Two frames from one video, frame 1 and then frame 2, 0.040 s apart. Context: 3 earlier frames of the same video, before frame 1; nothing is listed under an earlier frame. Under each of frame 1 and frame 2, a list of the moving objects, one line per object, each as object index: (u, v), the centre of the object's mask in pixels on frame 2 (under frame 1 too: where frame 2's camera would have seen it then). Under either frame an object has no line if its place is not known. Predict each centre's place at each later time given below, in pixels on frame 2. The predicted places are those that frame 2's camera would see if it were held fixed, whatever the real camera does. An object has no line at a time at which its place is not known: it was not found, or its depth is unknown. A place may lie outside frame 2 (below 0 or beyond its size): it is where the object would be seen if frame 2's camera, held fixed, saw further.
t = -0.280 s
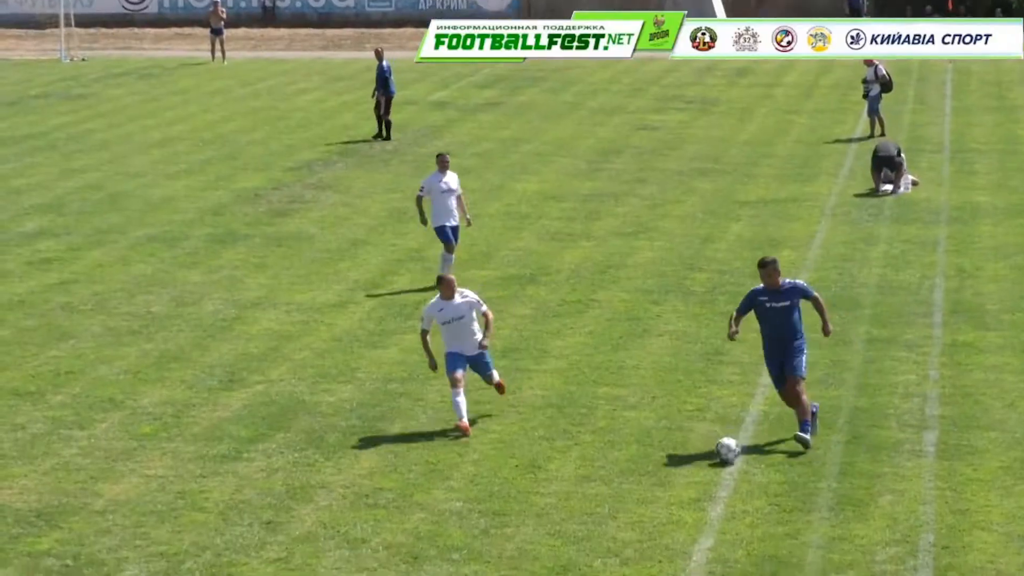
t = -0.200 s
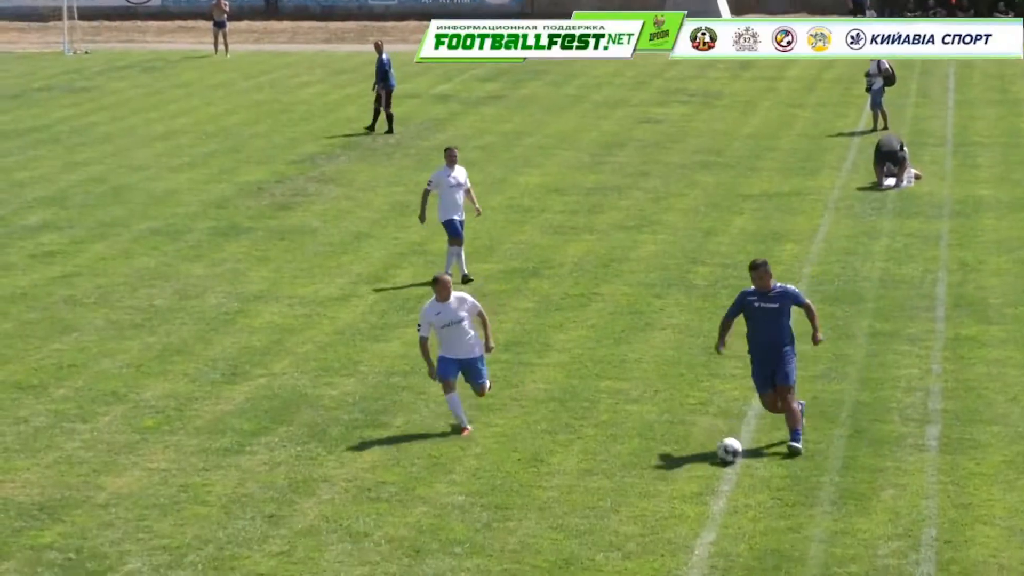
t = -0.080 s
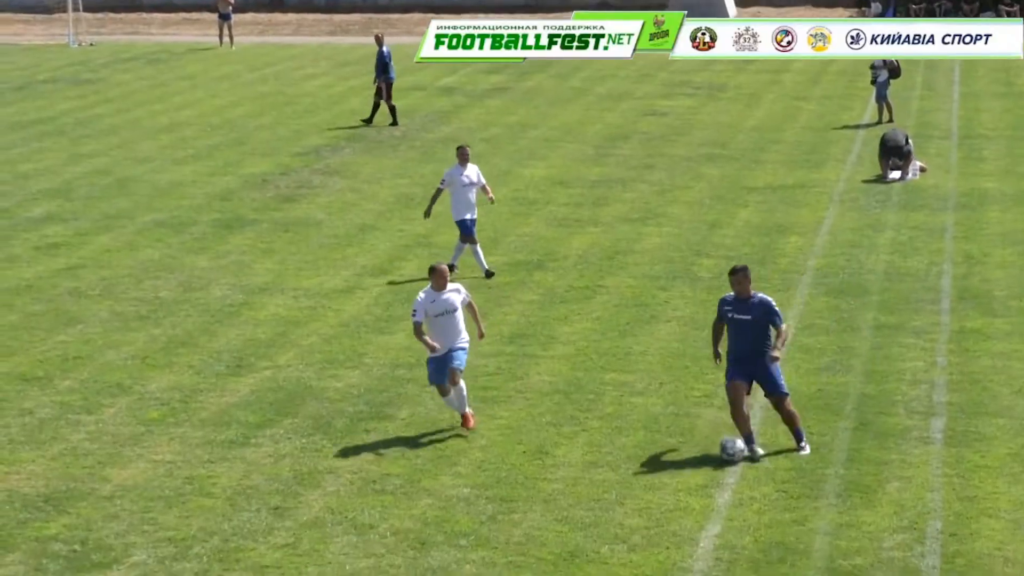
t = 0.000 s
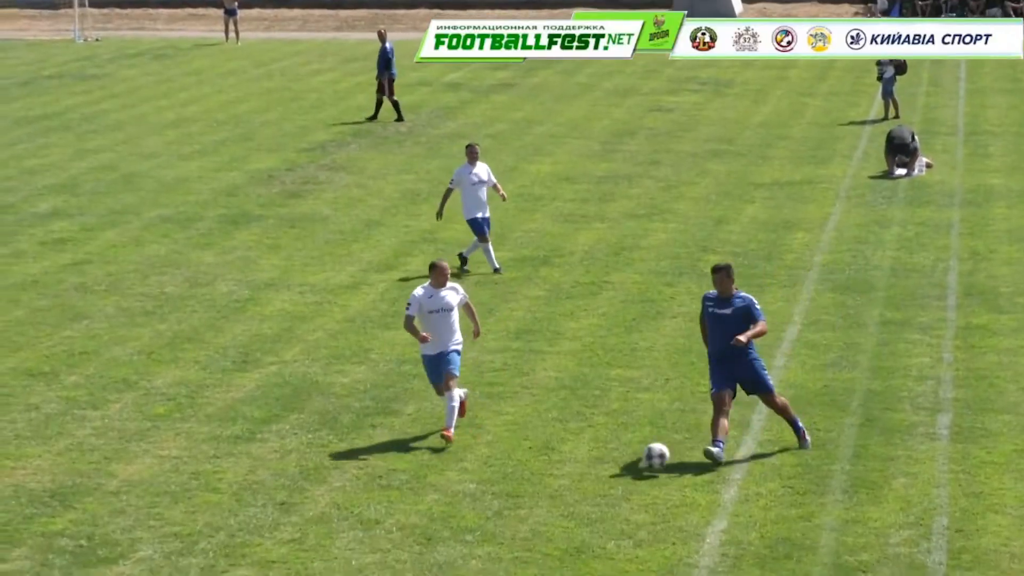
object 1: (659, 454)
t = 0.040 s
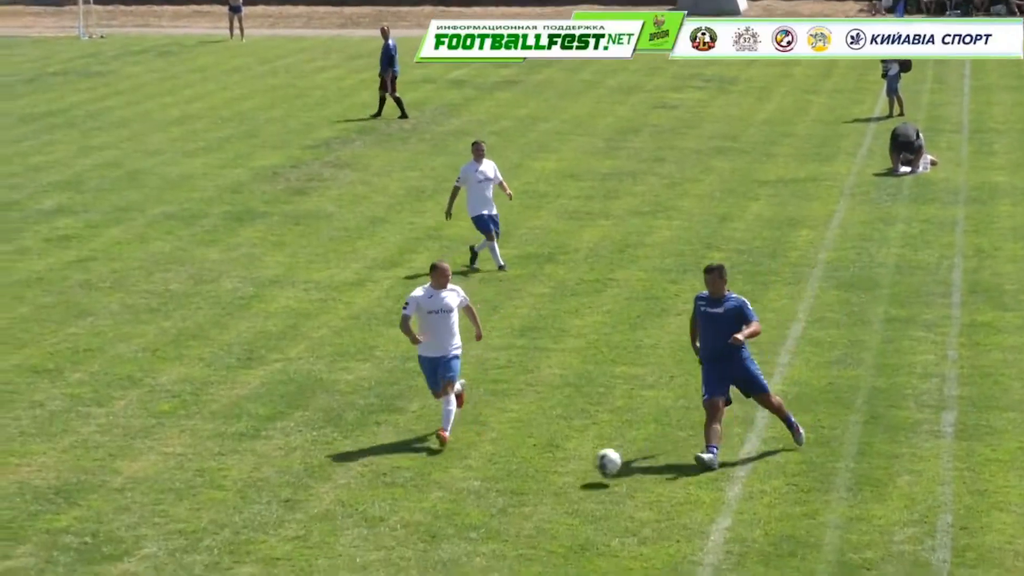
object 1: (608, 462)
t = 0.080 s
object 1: (553, 473)
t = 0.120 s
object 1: (498, 486)
